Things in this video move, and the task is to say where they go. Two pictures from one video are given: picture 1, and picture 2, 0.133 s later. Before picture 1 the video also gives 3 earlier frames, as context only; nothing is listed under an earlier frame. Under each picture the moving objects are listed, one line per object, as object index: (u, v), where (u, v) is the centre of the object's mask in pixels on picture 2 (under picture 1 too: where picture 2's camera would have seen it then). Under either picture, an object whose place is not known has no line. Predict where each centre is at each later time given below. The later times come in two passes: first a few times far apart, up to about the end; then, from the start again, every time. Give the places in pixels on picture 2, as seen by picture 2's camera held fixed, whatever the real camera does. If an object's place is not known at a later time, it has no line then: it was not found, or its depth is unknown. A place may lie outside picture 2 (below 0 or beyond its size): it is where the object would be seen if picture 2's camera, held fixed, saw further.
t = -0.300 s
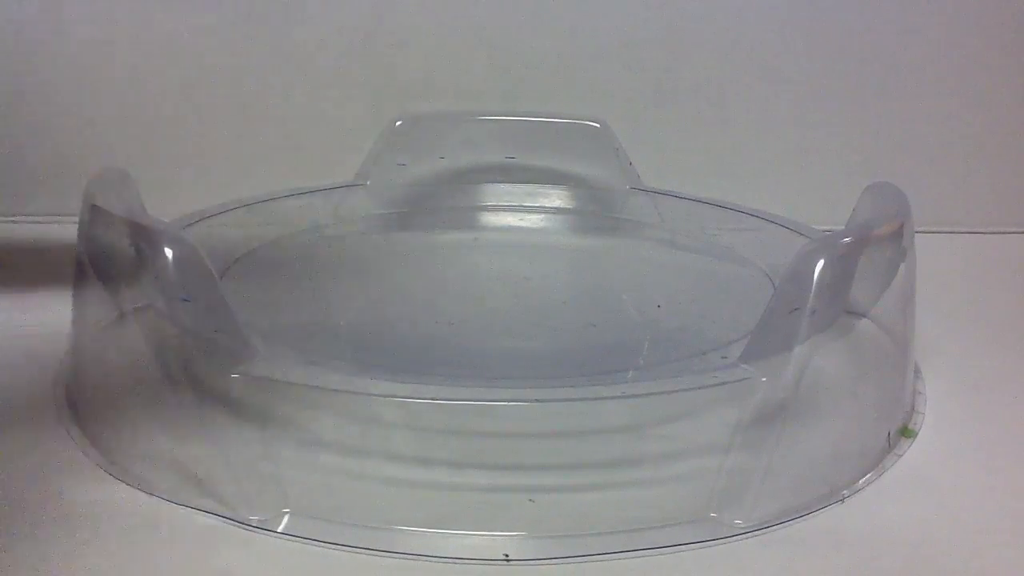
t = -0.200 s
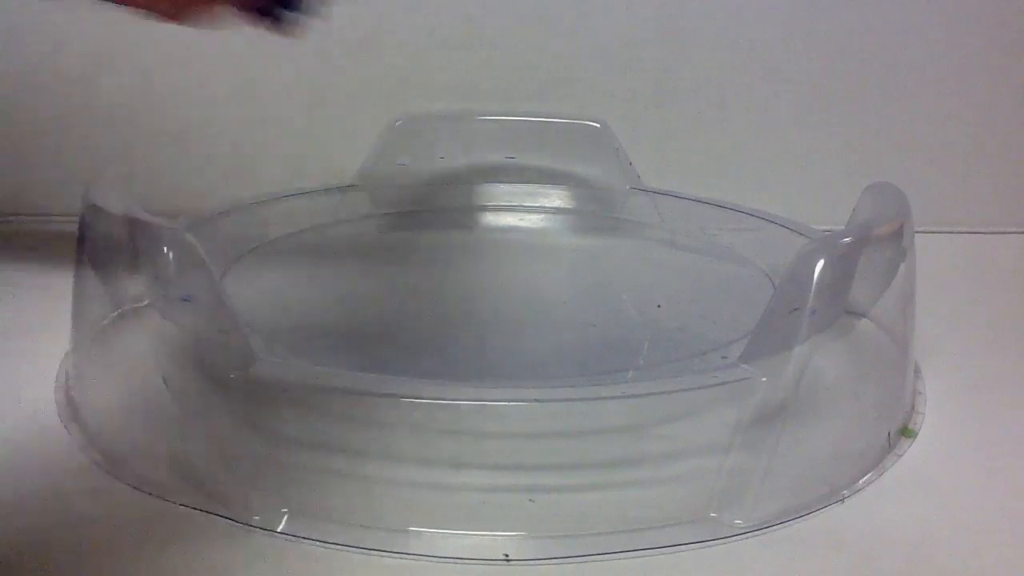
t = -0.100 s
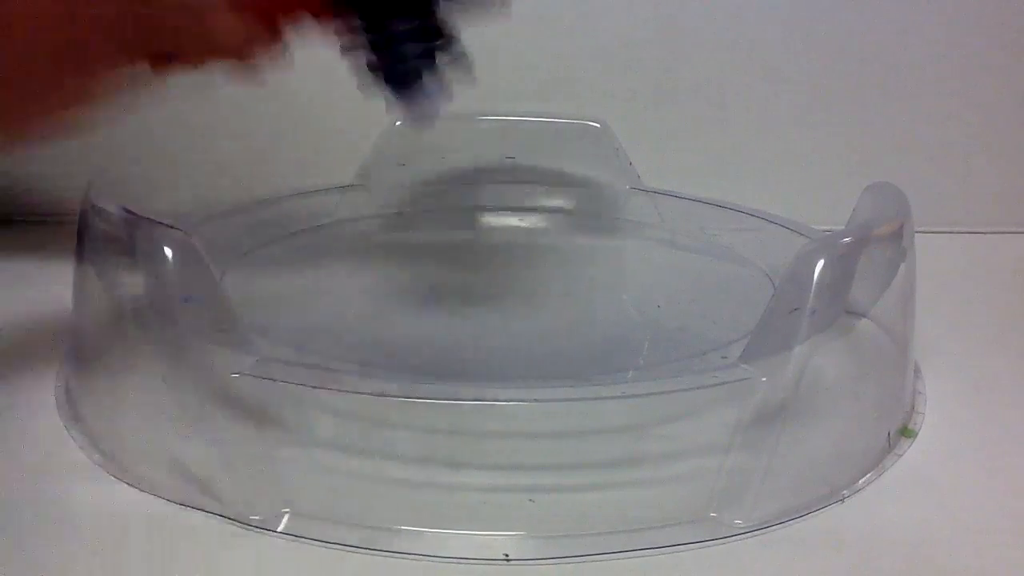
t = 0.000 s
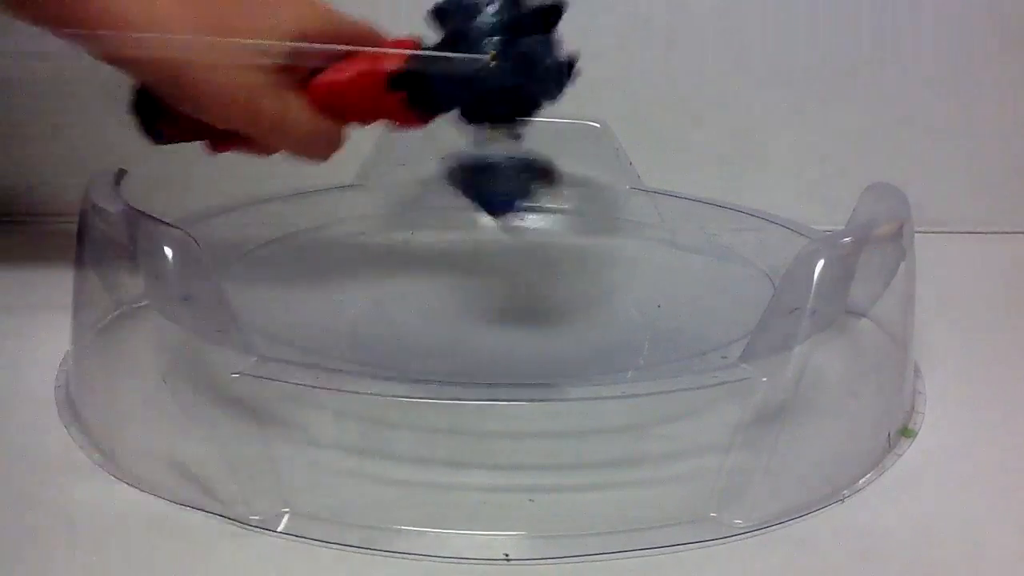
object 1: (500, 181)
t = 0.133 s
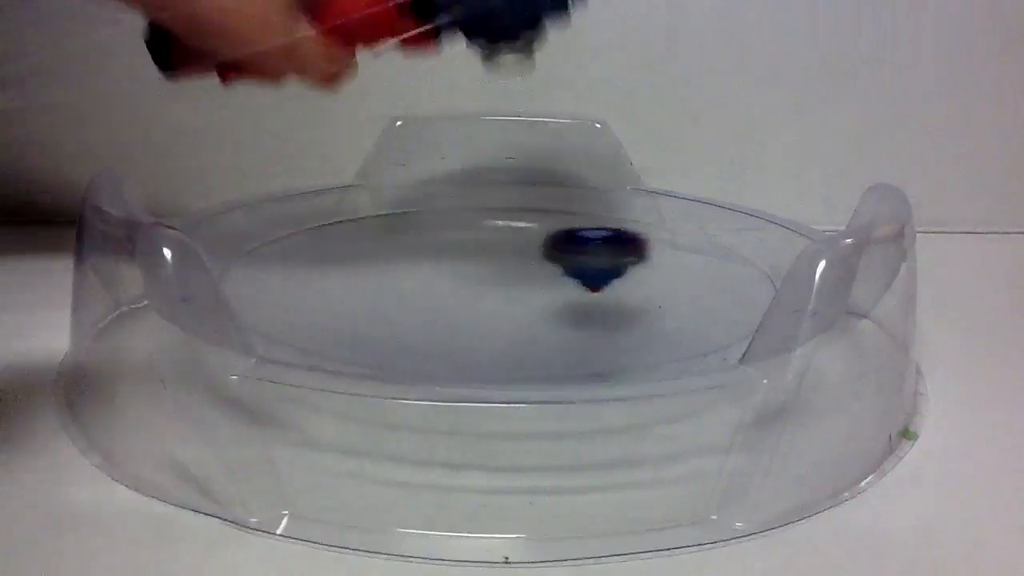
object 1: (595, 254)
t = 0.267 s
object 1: (587, 251)
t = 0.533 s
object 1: (417, 243)
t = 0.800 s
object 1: (363, 290)
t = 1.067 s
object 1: (564, 309)
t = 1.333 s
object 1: (584, 256)
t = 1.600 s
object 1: (429, 236)
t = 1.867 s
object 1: (366, 280)
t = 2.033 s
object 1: (475, 307)
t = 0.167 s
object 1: (611, 266)
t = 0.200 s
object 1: (610, 261)
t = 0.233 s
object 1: (601, 258)
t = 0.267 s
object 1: (587, 251)
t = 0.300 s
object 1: (571, 246)
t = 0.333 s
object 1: (551, 242)
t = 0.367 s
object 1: (529, 240)
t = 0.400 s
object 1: (505, 239)
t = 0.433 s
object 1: (482, 239)
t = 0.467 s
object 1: (459, 239)
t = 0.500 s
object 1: (437, 241)
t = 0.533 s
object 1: (417, 243)
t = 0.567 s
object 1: (398, 247)
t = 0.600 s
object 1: (382, 252)
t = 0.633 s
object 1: (367, 256)
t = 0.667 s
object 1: (357, 262)
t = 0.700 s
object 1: (351, 269)
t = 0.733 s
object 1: (350, 276)
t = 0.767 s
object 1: (353, 283)
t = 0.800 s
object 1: (363, 290)
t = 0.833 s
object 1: (378, 297)
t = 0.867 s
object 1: (399, 303)
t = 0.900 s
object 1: (423, 308)
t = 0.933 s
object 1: (453, 313)
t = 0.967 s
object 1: (482, 315)
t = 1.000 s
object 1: (512, 314)
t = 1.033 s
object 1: (540, 312)
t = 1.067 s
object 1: (564, 309)
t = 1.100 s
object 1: (583, 304)
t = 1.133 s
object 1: (598, 298)
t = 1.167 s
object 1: (607, 291)
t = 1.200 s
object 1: (611, 284)
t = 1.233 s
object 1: (610, 277)
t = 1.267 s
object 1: (605, 270)
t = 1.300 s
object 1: (596, 263)
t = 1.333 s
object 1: (584, 256)
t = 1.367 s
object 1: (570, 251)
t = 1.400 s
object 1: (552, 246)
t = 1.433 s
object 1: (533, 241)
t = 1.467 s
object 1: (513, 238)
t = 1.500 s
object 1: (491, 236)
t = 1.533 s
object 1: (471, 235)
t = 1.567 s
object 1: (449, 235)
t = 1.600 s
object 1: (429, 236)
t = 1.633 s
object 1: (411, 238)
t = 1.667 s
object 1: (394, 241)
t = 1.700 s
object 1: (379, 246)
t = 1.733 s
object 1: (367, 251)
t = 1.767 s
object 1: (360, 258)
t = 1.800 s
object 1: (356, 265)
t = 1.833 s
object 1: (359, 272)
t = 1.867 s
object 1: (366, 280)
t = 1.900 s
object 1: (380, 288)
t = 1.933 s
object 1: (398, 295)
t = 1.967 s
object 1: (422, 300)
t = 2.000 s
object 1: (447, 305)
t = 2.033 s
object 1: (475, 307)
